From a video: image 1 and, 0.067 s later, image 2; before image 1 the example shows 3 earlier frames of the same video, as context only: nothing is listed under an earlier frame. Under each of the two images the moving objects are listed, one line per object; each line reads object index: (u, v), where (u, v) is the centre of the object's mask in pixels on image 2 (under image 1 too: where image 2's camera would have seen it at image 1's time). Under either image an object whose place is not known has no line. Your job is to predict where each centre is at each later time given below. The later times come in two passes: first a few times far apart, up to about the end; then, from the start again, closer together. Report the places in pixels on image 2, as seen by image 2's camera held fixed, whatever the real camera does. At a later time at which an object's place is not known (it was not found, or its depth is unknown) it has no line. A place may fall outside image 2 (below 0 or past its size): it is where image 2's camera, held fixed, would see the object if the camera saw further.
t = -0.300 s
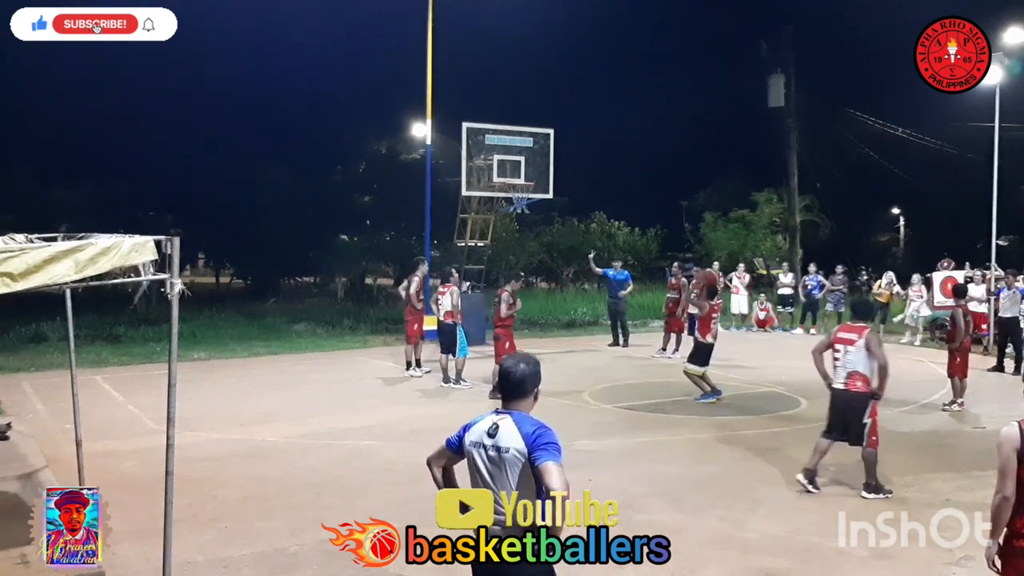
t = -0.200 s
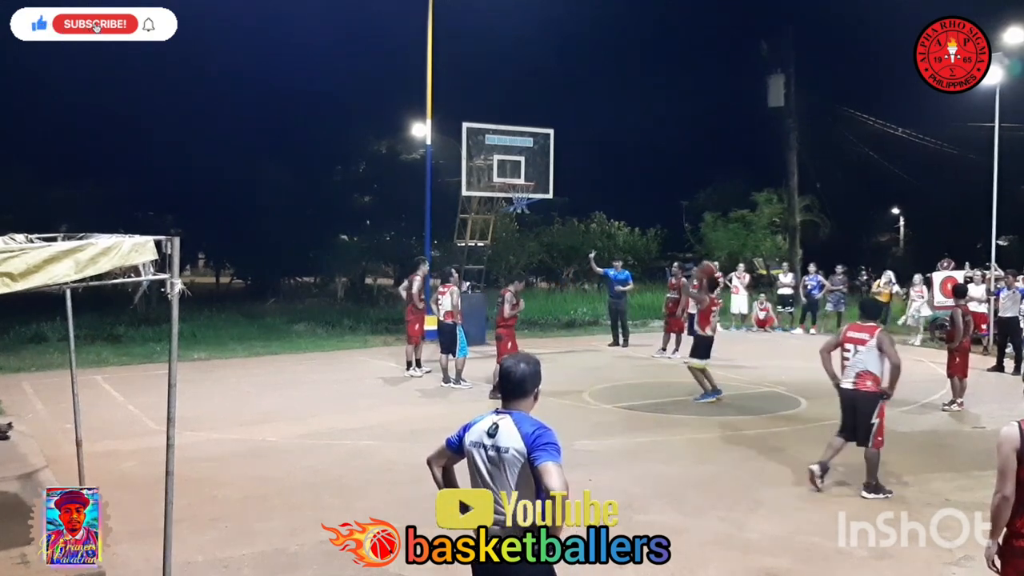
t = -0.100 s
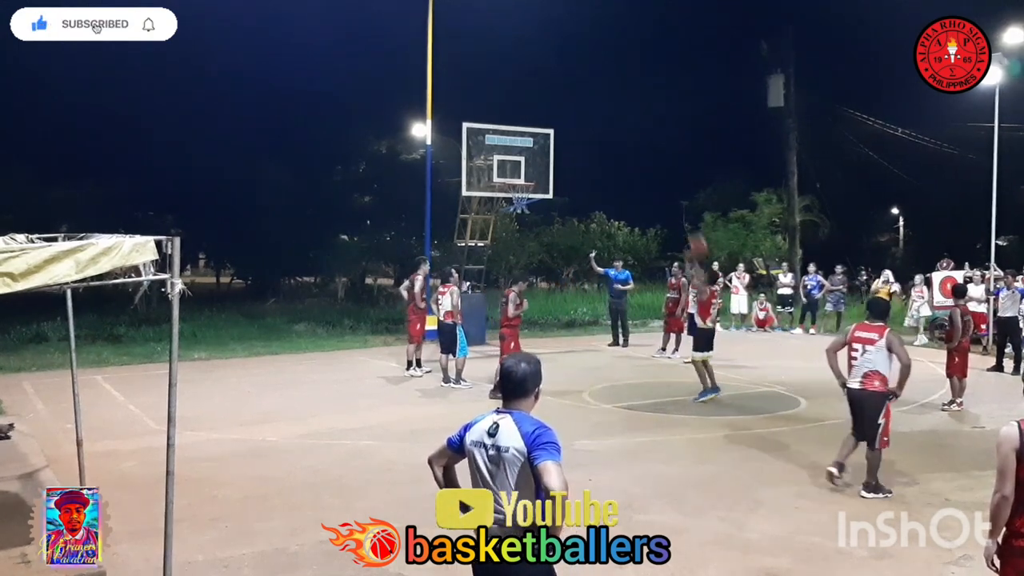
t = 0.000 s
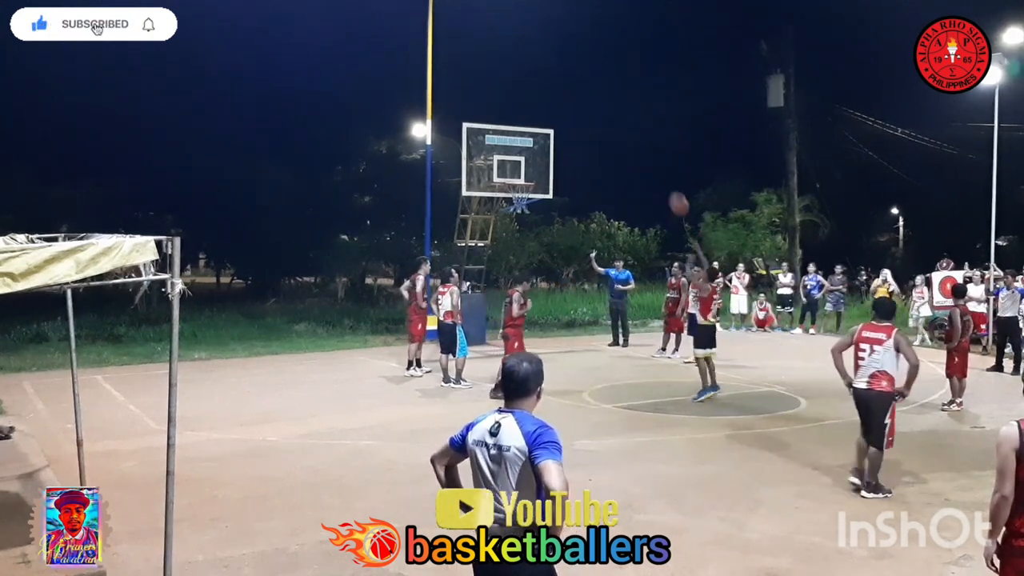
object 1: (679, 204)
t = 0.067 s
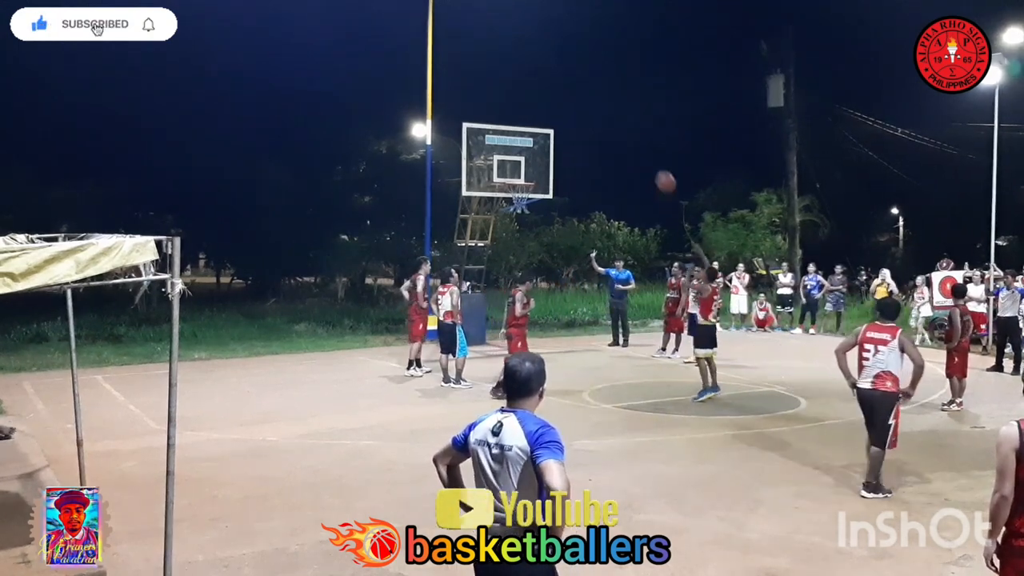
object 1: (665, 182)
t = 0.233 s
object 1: (635, 142)
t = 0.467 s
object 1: (597, 122)
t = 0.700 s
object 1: (562, 136)
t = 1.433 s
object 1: (533, 176)
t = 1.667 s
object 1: (543, 187)
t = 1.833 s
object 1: (551, 215)
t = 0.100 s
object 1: (659, 172)
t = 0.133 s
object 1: (653, 163)
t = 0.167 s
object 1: (646, 156)
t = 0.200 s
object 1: (641, 149)
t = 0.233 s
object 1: (635, 142)
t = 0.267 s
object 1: (629, 137)
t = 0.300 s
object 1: (623, 133)
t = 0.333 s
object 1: (618, 129)
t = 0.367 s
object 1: (612, 126)
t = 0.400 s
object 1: (607, 124)
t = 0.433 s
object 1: (602, 123)
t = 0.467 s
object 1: (597, 122)
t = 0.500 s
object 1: (592, 122)
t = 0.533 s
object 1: (586, 123)
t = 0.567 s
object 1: (581, 124)
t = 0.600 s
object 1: (576, 126)
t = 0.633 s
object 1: (571, 129)
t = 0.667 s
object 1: (567, 132)
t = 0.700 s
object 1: (562, 136)
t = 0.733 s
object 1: (559, 140)
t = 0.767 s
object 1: (553, 145)
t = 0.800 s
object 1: (548, 151)
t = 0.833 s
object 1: (544, 158)
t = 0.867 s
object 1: (540, 164)
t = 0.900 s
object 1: (535, 171)
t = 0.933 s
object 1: (532, 177)
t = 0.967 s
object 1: (530, 176)
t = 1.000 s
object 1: (529, 176)
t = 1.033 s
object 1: (527, 174)
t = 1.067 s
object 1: (525, 174)
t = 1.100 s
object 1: (523, 175)
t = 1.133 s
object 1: (522, 176)
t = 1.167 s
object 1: (521, 176)
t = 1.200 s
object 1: (523, 176)
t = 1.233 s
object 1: (525, 175)
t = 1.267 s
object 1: (527, 175)
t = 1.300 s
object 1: (529, 175)
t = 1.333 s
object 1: (530, 176)
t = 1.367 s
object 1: (531, 177)
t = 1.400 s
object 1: (532, 176)
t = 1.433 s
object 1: (533, 176)
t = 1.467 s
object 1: (535, 175)
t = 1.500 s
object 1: (536, 176)
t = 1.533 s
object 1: (538, 177)
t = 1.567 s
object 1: (539, 179)
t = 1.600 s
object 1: (541, 181)
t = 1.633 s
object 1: (542, 184)
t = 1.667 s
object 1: (543, 187)
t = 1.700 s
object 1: (545, 191)
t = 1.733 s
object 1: (547, 197)
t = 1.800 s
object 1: (549, 208)
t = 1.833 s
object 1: (551, 215)
